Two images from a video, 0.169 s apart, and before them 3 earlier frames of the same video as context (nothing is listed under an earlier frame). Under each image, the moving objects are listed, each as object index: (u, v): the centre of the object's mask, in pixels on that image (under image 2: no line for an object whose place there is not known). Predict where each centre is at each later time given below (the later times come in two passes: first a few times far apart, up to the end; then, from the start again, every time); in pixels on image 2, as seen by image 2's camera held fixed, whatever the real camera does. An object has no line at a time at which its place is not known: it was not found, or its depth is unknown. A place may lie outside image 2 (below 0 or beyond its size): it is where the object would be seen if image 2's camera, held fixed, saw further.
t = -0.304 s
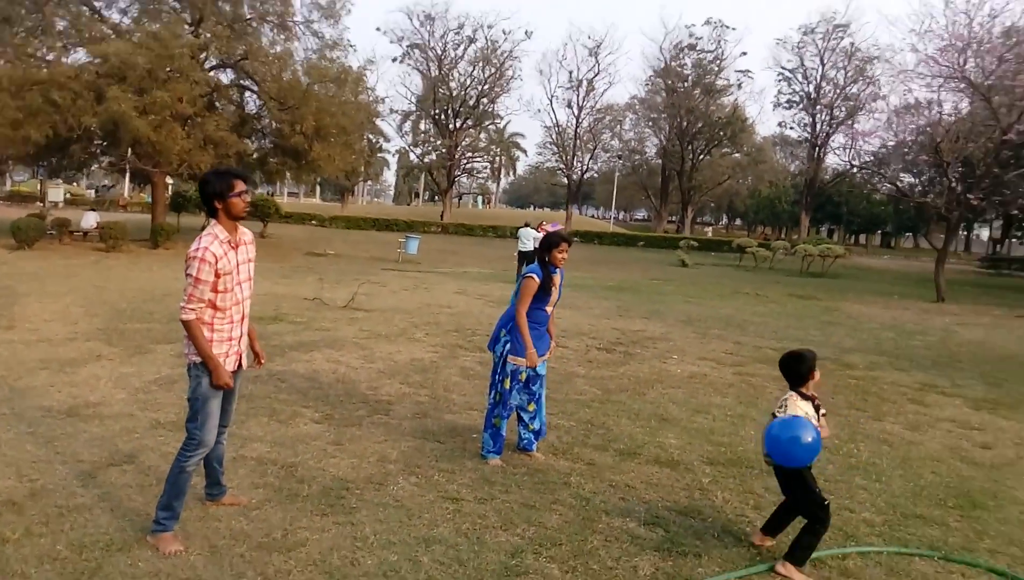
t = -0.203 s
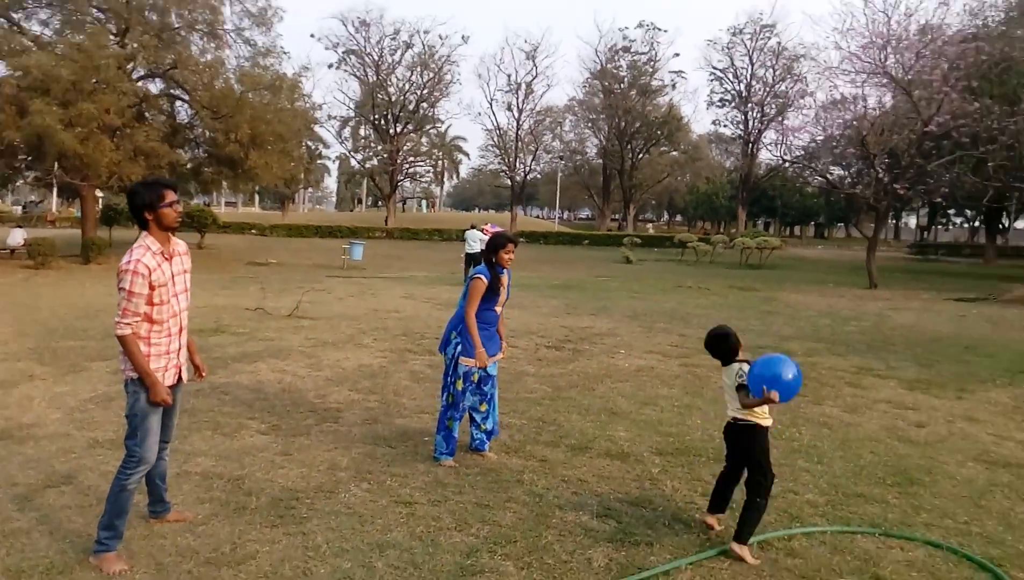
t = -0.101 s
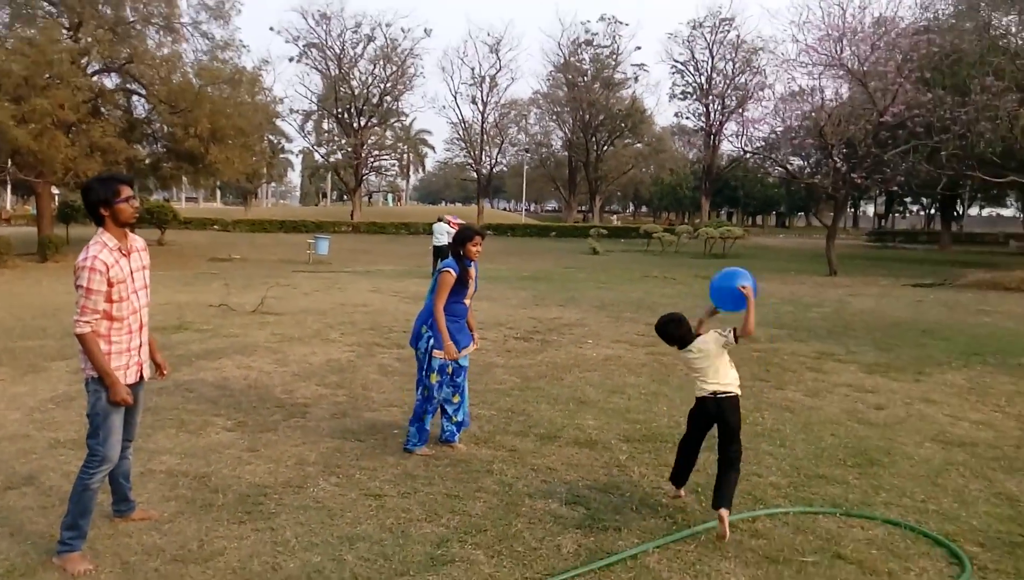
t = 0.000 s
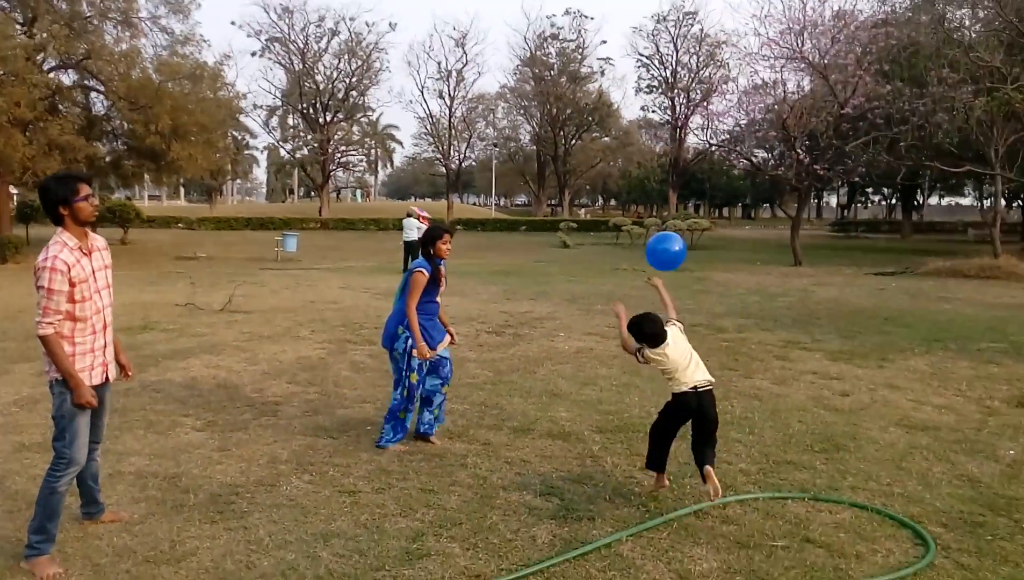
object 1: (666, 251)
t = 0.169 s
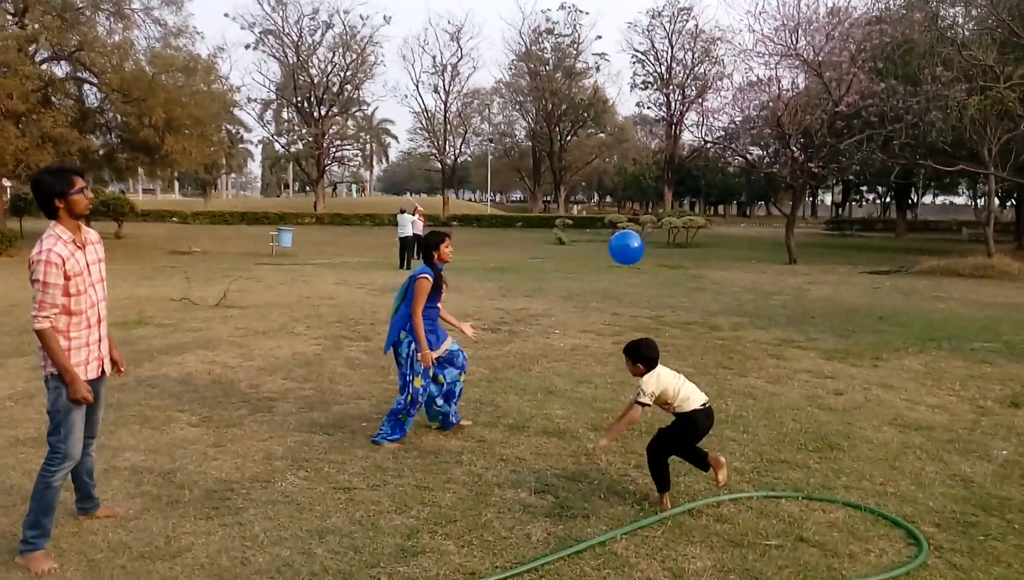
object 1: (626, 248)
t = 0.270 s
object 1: (614, 259)
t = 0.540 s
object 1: (589, 309)
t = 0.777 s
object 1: (576, 377)
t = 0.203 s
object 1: (622, 251)
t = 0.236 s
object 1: (618, 255)
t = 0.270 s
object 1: (614, 259)
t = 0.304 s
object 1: (611, 264)
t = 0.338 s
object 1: (607, 269)
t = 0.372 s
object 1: (604, 275)
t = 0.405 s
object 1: (601, 281)
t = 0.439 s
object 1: (598, 288)
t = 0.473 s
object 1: (595, 295)
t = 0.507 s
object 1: (592, 301)
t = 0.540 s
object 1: (589, 309)
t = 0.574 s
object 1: (587, 318)
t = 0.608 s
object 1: (586, 327)
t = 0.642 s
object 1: (583, 336)
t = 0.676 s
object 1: (581, 346)
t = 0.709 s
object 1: (580, 356)
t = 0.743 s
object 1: (578, 367)
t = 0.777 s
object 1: (576, 377)
